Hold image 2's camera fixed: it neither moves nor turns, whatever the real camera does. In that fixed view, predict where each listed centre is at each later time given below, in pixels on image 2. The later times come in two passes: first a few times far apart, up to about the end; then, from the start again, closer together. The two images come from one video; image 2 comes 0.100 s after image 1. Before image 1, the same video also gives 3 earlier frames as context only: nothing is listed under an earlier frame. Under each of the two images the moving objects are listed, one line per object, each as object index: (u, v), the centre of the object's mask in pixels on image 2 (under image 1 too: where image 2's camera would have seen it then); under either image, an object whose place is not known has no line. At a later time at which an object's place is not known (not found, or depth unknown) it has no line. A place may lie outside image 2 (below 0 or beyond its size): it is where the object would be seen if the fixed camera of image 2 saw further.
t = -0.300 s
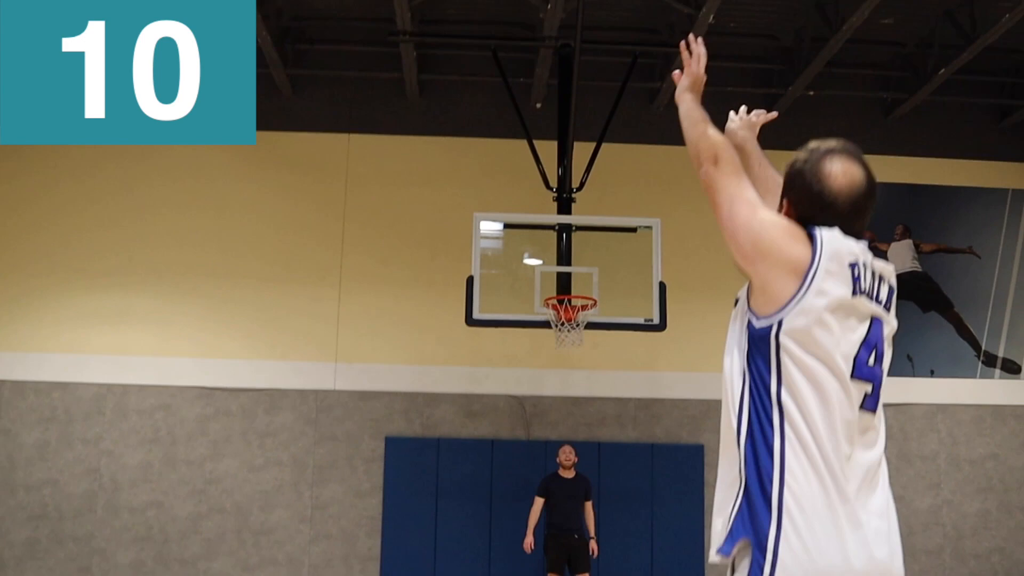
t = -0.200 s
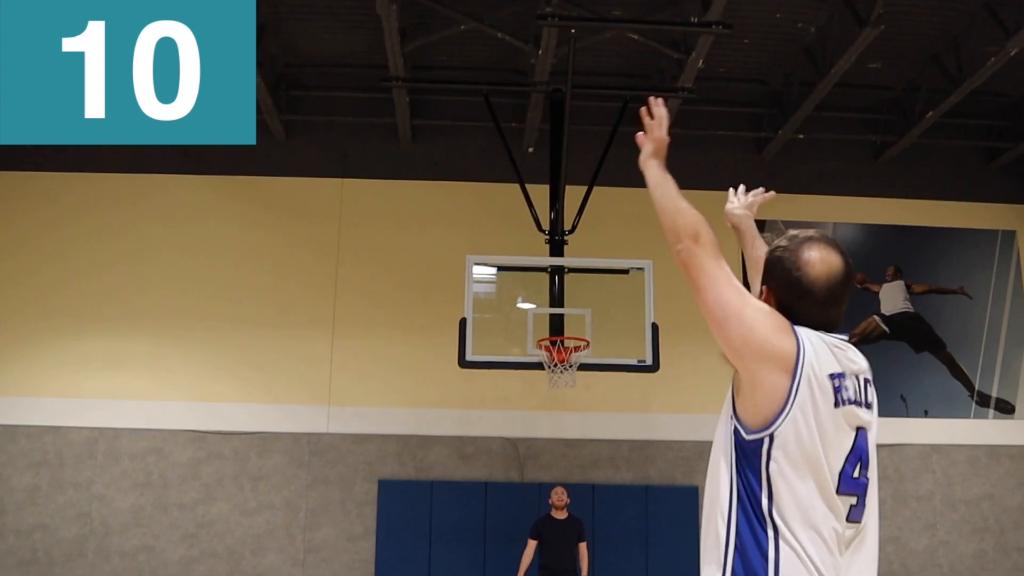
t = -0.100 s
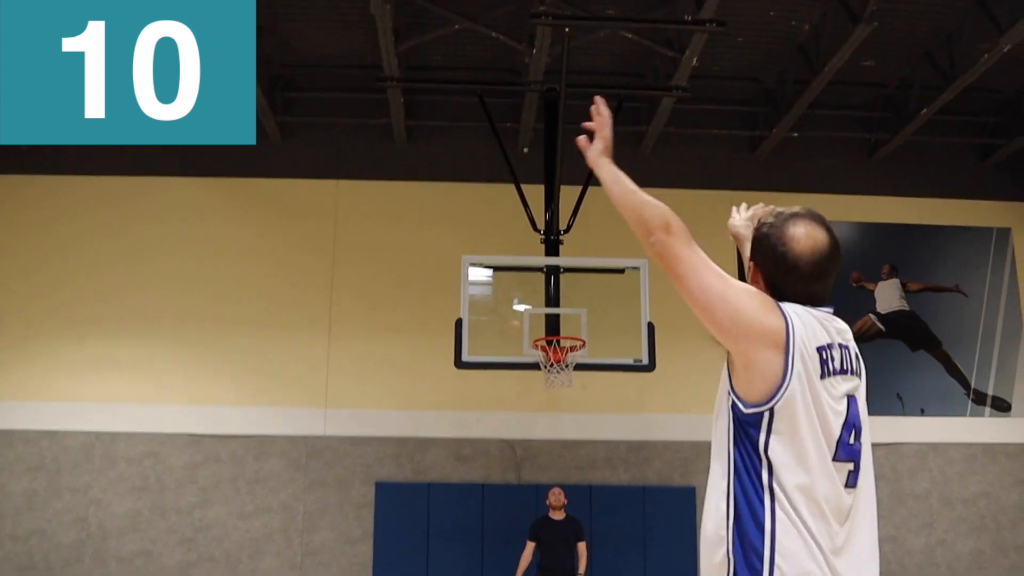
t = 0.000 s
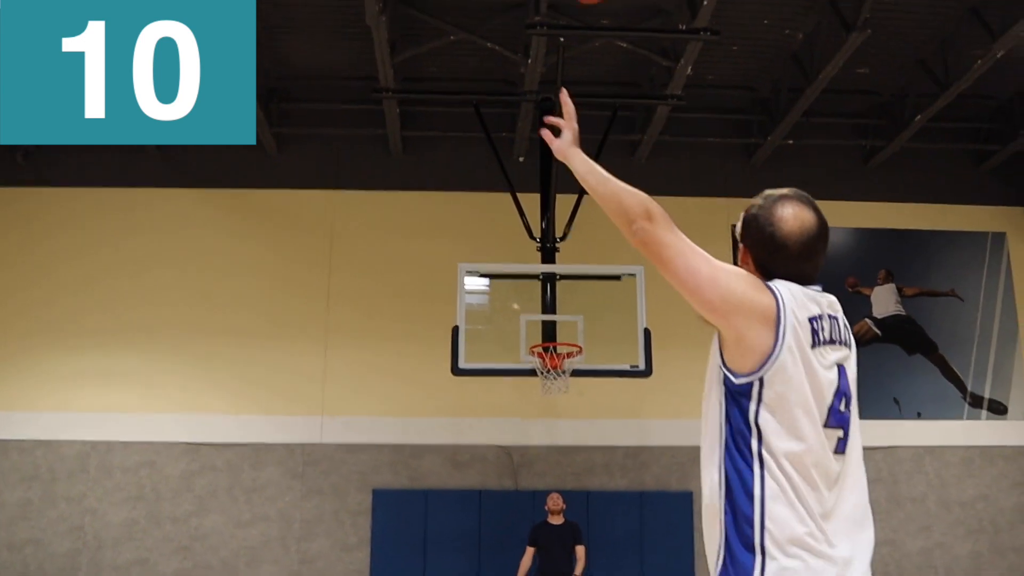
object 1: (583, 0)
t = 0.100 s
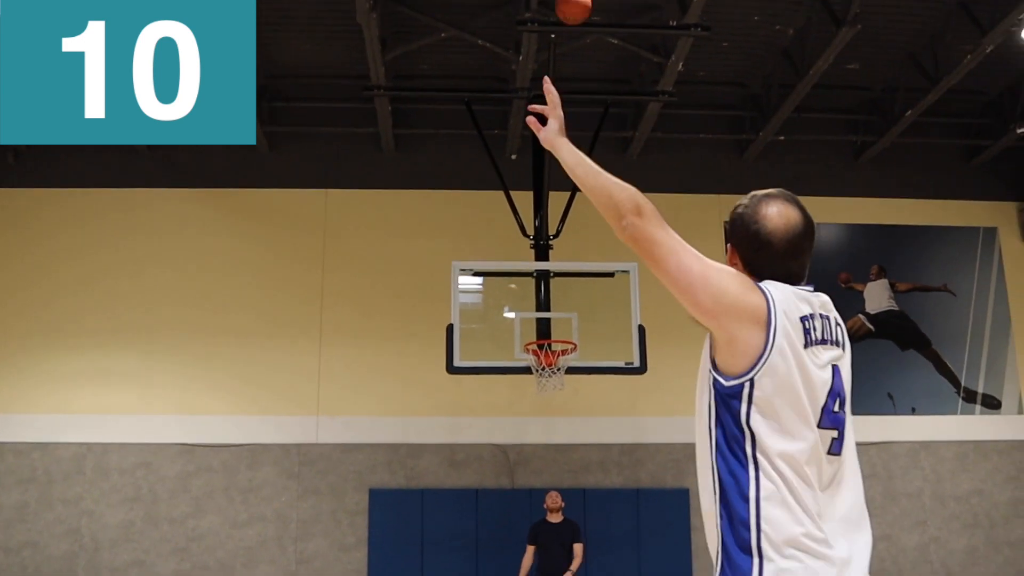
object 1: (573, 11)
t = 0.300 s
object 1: (561, 84)
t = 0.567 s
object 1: (556, 224)
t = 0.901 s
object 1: (551, 386)
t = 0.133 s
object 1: (571, 17)
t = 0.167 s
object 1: (568, 28)
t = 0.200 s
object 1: (566, 41)
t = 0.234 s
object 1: (564, 54)
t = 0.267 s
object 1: (562, 68)
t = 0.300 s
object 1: (561, 84)
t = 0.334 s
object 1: (561, 100)
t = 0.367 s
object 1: (560, 115)
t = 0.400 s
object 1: (560, 131)
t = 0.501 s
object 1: (554, 188)
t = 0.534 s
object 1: (556, 203)
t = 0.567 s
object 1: (556, 224)
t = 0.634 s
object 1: (554, 266)
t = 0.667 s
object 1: (553, 287)
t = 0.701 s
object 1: (553, 309)
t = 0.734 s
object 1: (551, 330)
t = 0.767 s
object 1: (552, 355)
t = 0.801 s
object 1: (550, 372)
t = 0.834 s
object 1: (551, 379)
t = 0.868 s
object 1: (551, 382)
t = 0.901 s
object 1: (551, 386)
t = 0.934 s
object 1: (551, 392)
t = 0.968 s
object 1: (552, 399)
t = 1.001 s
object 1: (552, 407)
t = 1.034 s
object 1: (552, 416)
